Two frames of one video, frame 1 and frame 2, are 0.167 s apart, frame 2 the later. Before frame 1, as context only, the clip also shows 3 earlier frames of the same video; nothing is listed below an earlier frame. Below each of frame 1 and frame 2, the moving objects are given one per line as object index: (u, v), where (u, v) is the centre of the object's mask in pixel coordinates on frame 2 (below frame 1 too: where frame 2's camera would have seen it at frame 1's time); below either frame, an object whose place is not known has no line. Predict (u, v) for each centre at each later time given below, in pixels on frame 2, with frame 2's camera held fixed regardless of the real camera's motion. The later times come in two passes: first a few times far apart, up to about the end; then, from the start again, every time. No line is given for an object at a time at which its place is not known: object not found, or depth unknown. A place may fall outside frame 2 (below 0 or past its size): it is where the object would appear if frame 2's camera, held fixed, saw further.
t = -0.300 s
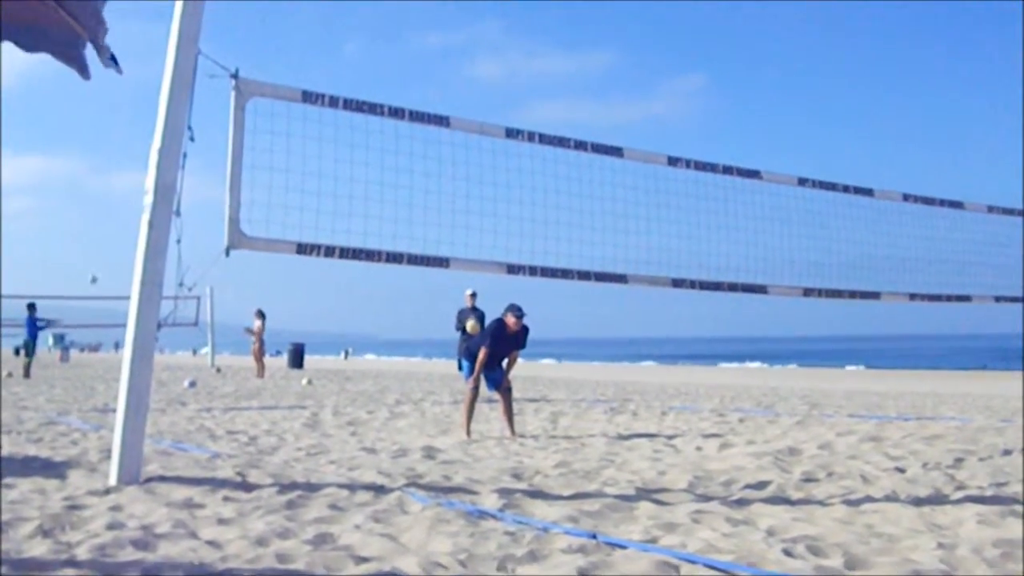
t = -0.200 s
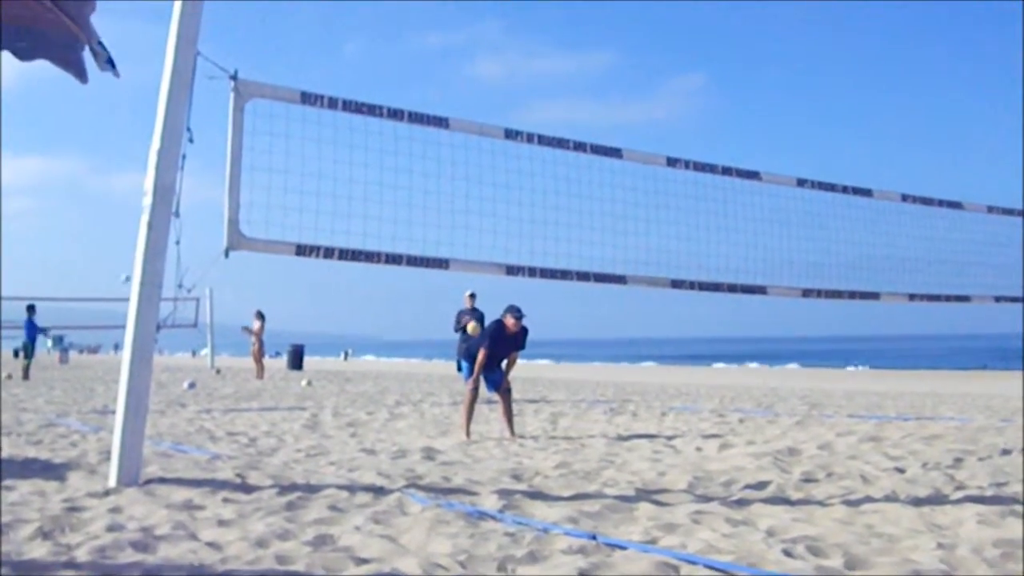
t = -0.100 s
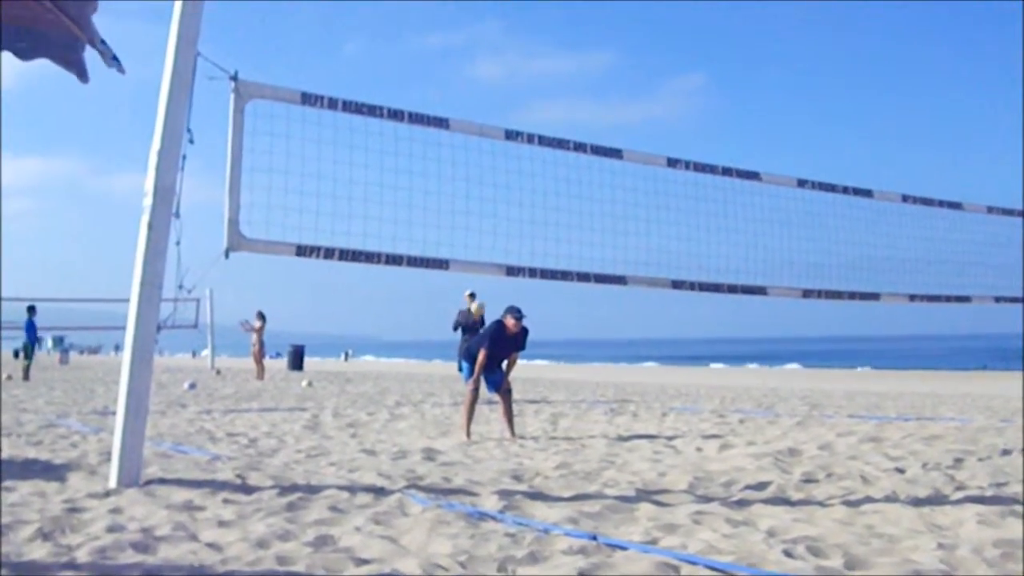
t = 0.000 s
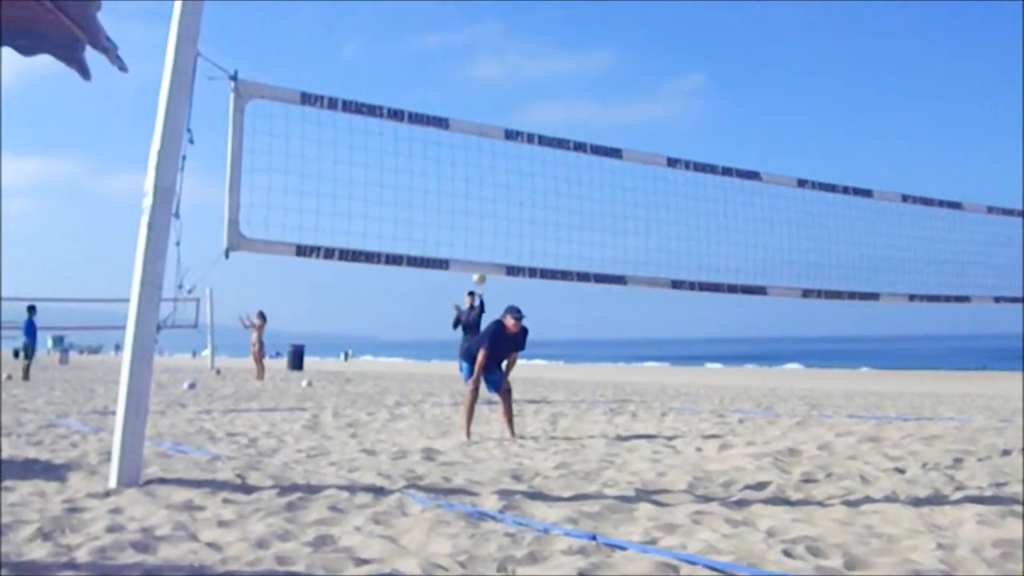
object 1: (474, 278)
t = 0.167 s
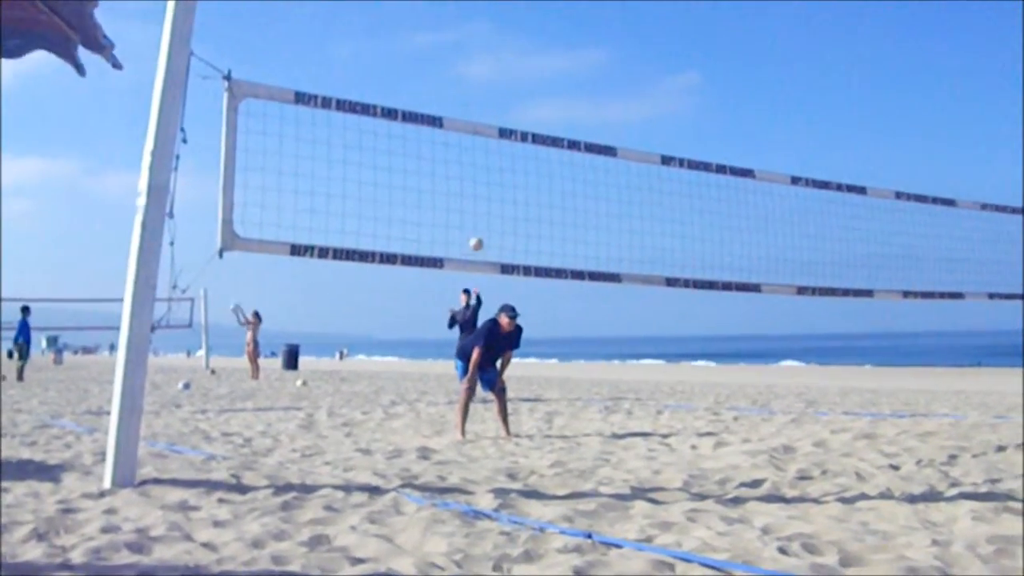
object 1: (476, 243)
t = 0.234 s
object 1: (477, 236)
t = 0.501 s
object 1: (482, 229)
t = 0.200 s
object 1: (477, 238)
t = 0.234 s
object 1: (477, 236)
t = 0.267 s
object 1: (477, 233)
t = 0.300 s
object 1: (478, 230)
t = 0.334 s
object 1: (479, 228)
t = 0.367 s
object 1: (480, 228)
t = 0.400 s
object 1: (481, 227)
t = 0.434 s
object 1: (482, 227)
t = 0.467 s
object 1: (482, 227)
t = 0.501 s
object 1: (482, 229)
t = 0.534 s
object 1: (484, 232)
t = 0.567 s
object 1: (484, 235)
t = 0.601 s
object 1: (484, 239)
